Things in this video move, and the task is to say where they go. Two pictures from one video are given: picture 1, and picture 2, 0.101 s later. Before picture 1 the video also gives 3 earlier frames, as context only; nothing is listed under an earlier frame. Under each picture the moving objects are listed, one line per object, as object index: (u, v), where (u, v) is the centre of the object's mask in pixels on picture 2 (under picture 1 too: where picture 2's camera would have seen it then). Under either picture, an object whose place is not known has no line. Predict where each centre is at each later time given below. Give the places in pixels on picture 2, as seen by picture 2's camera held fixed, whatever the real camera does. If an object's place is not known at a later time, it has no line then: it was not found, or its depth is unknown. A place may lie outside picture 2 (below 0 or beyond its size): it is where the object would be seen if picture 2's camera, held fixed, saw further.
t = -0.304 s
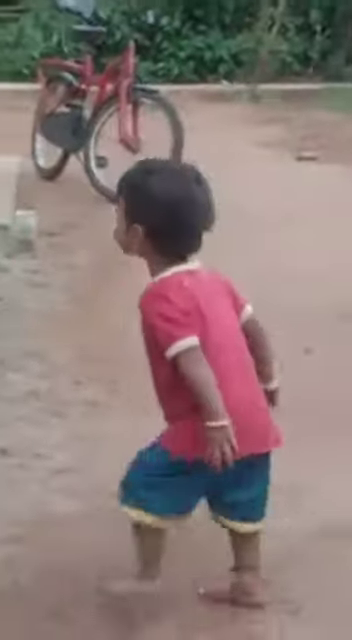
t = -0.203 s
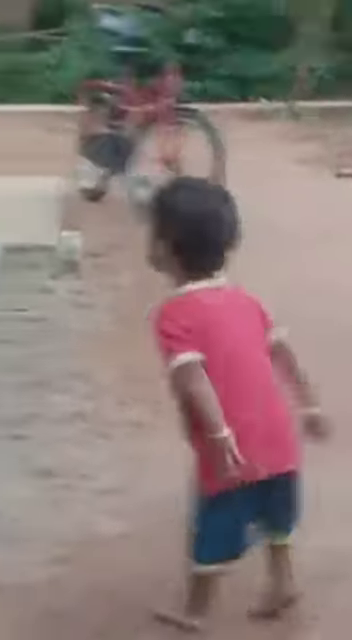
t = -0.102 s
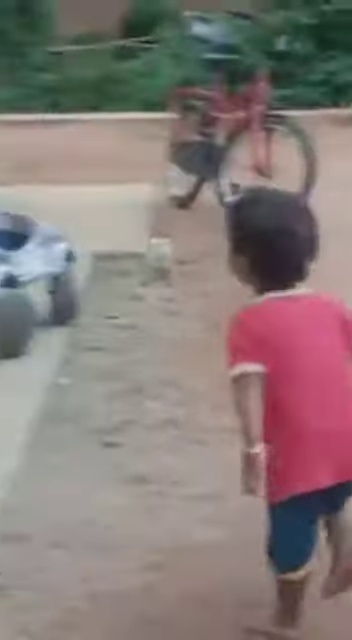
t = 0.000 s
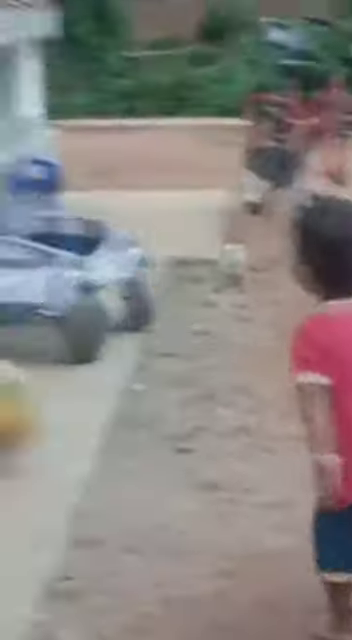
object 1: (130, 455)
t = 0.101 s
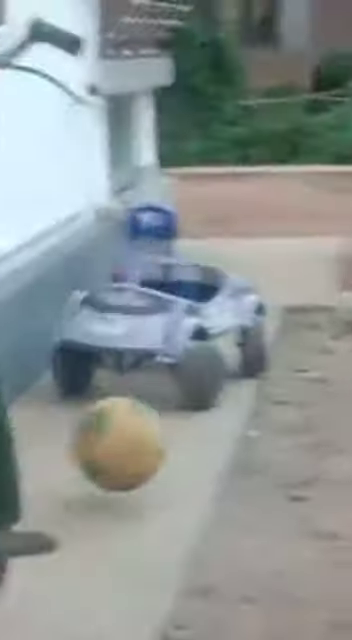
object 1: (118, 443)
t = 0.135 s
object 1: (121, 436)
